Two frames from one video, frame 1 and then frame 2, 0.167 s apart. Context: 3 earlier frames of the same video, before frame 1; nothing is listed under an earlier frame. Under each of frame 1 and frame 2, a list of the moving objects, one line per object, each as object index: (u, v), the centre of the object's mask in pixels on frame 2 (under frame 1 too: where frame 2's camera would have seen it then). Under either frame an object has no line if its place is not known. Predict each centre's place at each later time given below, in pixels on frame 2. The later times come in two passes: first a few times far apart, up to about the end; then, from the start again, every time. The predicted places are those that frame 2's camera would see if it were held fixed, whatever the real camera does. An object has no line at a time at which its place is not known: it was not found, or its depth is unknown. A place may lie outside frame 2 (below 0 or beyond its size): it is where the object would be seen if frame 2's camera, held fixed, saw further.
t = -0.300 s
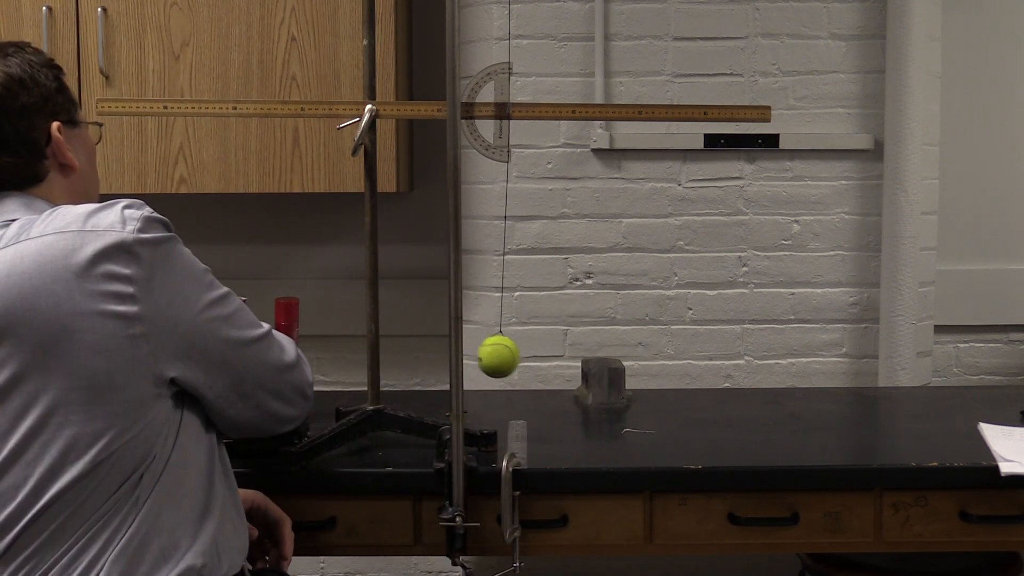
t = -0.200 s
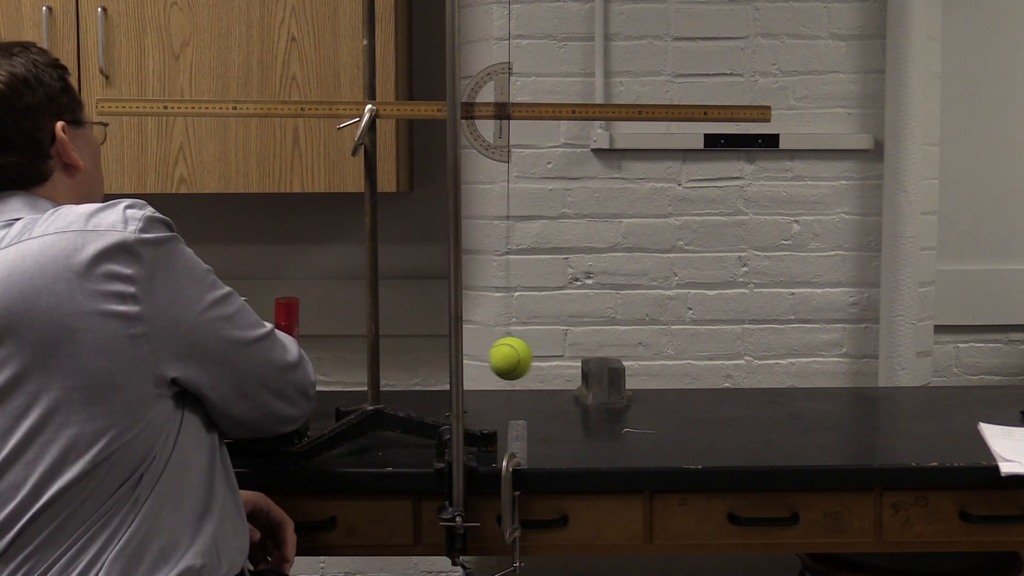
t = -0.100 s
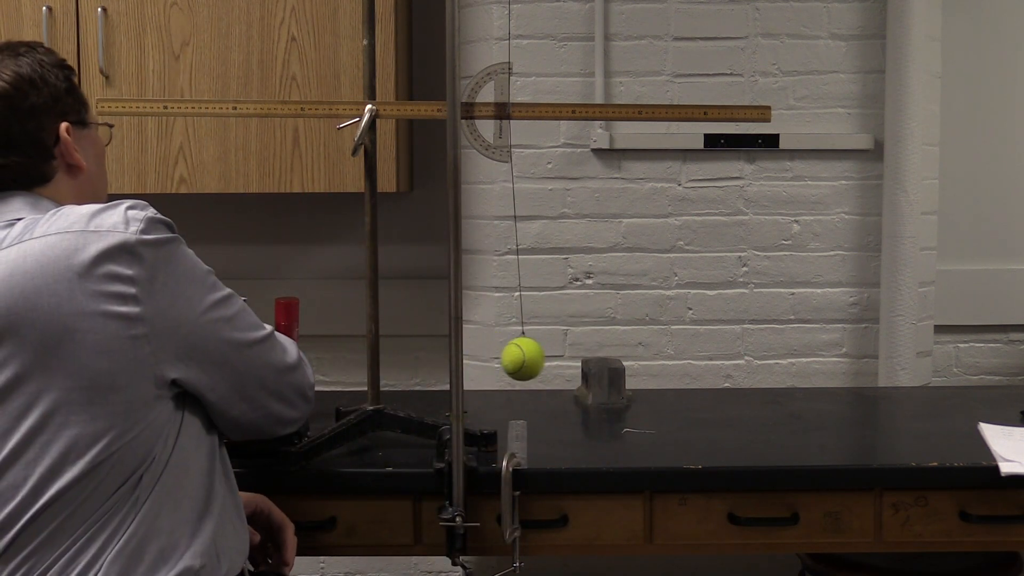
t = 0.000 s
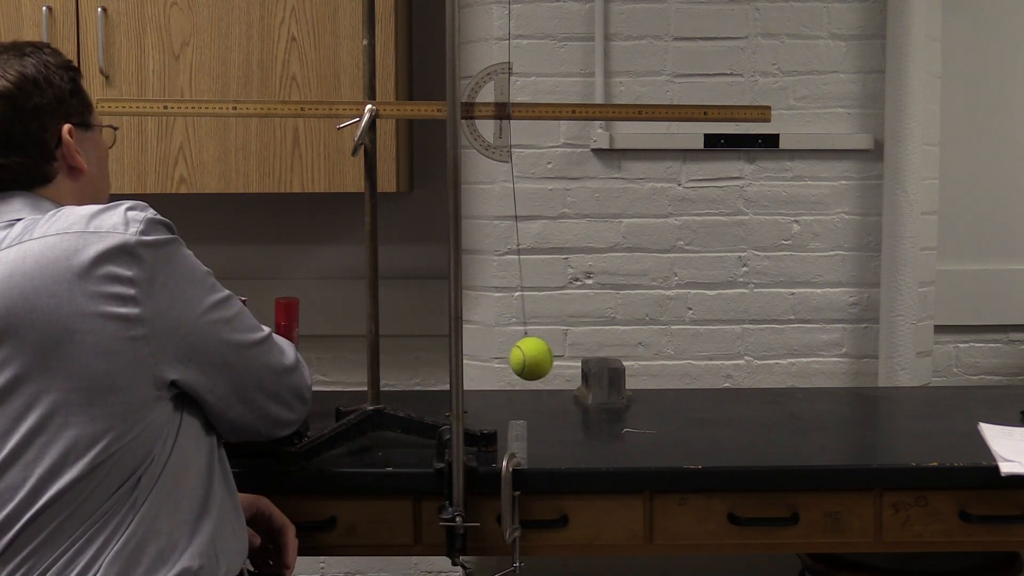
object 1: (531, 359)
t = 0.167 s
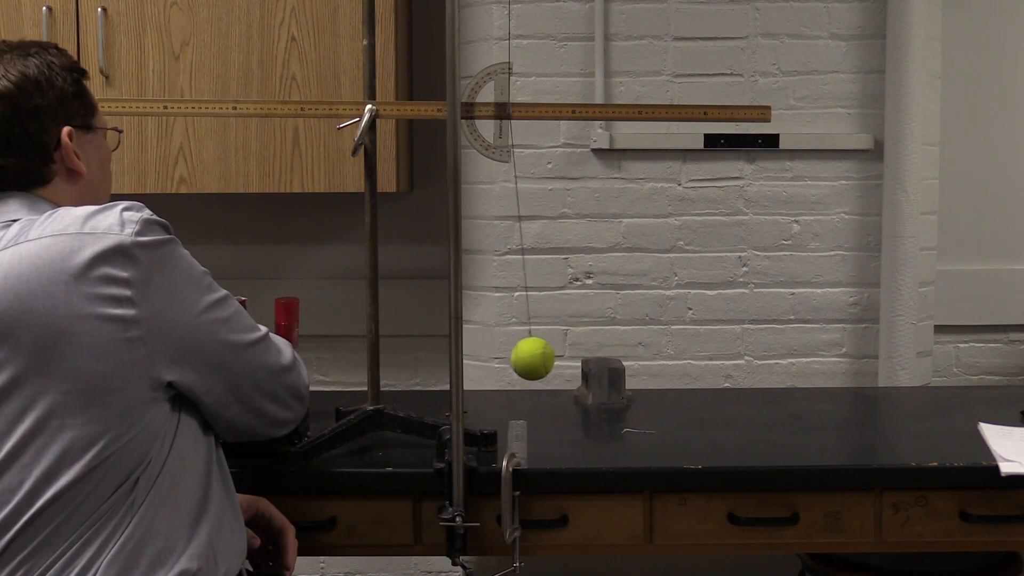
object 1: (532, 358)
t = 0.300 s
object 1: (522, 358)
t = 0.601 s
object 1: (492, 354)
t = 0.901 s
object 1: (507, 358)
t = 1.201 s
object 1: (532, 359)
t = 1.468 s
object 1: (517, 358)
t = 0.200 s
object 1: (530, 358)
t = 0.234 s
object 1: (528, 358)
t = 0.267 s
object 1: (525, 358)
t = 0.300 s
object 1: (522, 358)
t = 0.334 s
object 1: (518, 357)
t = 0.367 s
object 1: (514, 357)
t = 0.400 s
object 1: (510, 356)
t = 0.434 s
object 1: (506, 356)
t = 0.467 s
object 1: (502, 355)
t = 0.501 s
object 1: (499, 355)
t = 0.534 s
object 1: (496, 354)
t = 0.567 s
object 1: (494, 354)
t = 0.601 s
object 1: (492, 354)
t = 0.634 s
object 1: (491, 354)
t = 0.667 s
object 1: (491, 354)
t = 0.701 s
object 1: (491, 354)
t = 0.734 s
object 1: (493, 355)
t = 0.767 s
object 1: (495, 355)
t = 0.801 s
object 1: (497, 356)
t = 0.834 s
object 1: (500, 357)
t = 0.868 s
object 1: (504, 357)
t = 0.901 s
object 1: (507, 358)
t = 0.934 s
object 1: (511, 358)
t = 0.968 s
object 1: (515, 359)
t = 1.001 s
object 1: (519, 359)
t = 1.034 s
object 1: (522, 359)
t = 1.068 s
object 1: (525, 359)
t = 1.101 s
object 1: (528, 359)
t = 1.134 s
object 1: (530, 359)
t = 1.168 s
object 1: (531, 359)
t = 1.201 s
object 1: (532, 359)
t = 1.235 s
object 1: (532, 359)
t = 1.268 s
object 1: (532, 359)
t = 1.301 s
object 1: (531, 359)
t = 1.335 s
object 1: (529, 359)
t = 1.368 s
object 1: (527, 359)
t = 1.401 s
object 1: (524, 359)
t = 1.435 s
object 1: (521, 358)
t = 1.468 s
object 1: (517, 358)
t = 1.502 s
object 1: (514, 358)
